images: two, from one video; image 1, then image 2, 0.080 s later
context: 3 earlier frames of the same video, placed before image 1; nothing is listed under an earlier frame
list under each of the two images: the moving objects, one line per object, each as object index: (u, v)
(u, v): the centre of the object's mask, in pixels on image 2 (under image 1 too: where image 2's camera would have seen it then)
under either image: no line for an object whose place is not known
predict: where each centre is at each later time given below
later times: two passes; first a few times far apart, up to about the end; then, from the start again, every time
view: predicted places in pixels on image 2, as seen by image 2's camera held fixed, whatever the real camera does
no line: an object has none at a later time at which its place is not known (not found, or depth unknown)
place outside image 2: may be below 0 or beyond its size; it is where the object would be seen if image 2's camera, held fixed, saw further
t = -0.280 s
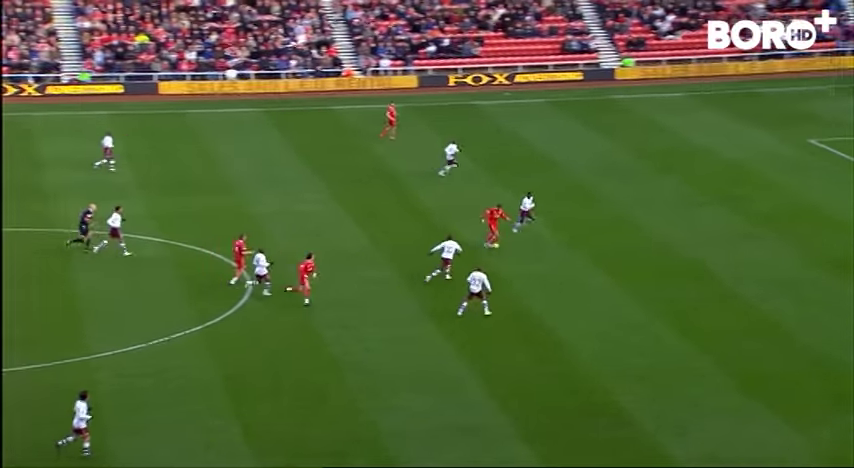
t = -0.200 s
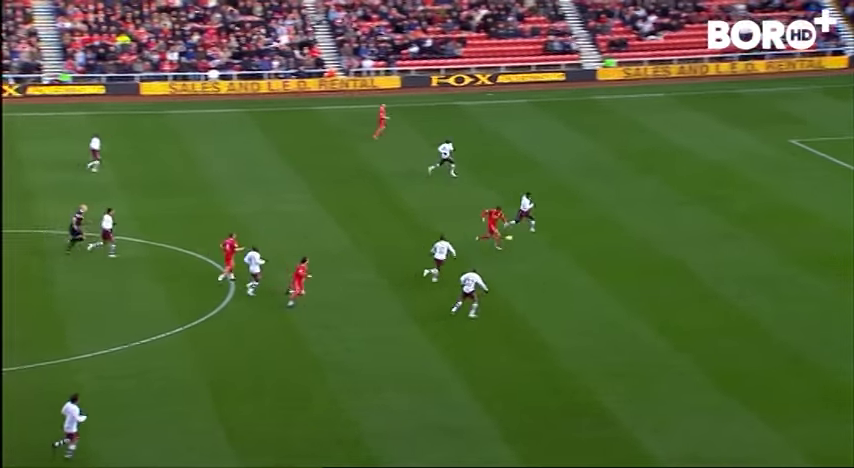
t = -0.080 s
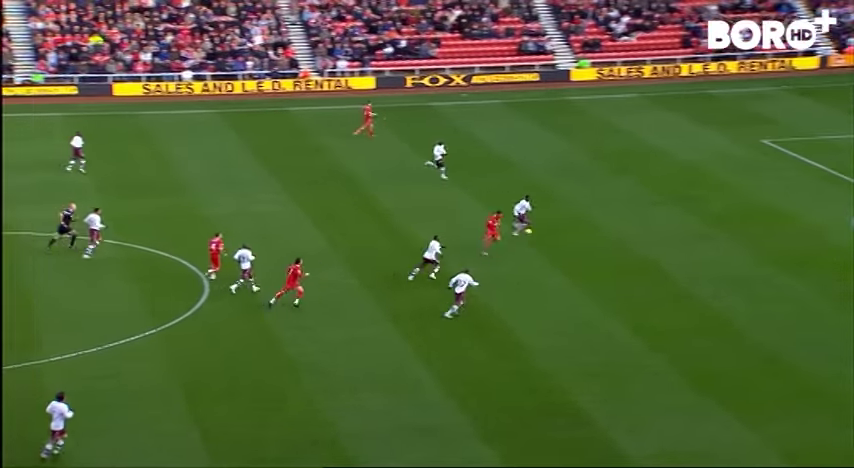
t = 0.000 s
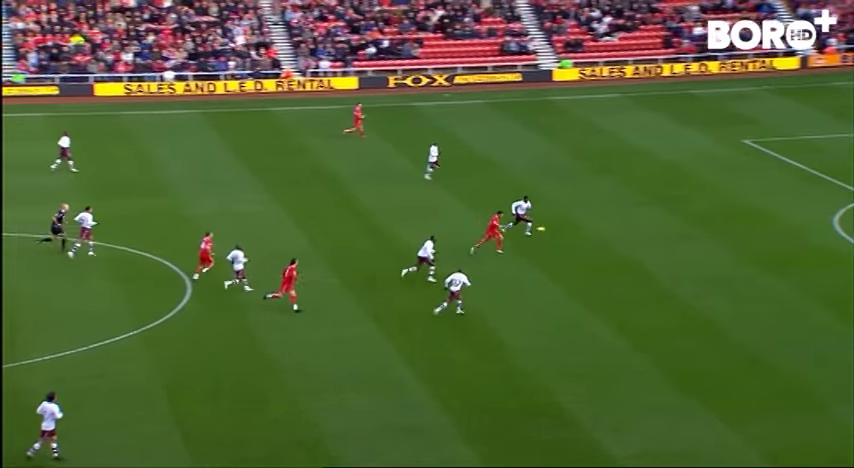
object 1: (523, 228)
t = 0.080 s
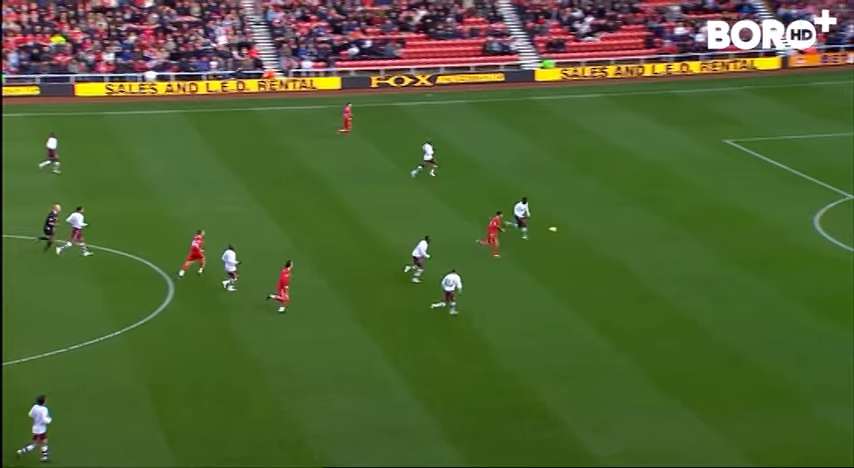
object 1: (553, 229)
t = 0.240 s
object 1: (611, 235)
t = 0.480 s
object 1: (697, 262)
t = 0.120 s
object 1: (567, 229)
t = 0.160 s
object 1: (582, 230)
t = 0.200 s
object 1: (596, 232)
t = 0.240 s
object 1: (611, 235)
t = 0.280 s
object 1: (626, 238)
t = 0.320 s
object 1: (641, 242)
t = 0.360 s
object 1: (655, 245)
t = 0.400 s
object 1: (668, 250)
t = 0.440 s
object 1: (683, 256)
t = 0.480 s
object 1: (697, 262)
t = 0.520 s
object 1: (712, 267)
